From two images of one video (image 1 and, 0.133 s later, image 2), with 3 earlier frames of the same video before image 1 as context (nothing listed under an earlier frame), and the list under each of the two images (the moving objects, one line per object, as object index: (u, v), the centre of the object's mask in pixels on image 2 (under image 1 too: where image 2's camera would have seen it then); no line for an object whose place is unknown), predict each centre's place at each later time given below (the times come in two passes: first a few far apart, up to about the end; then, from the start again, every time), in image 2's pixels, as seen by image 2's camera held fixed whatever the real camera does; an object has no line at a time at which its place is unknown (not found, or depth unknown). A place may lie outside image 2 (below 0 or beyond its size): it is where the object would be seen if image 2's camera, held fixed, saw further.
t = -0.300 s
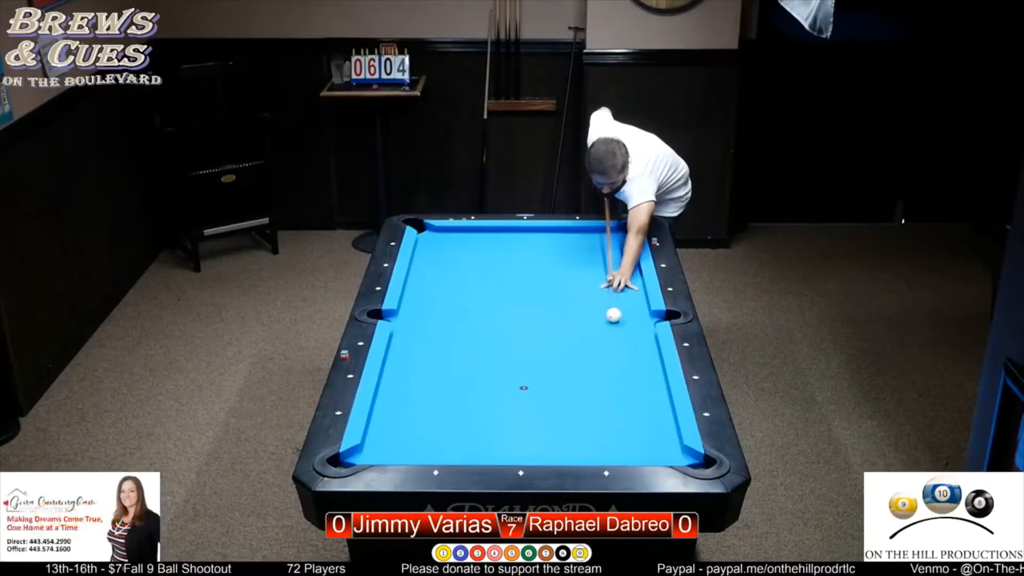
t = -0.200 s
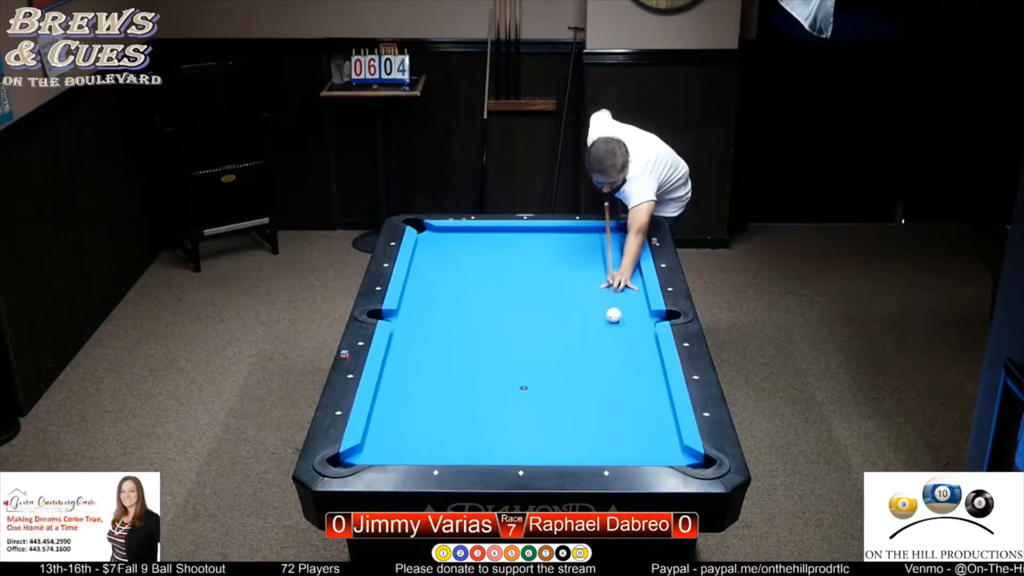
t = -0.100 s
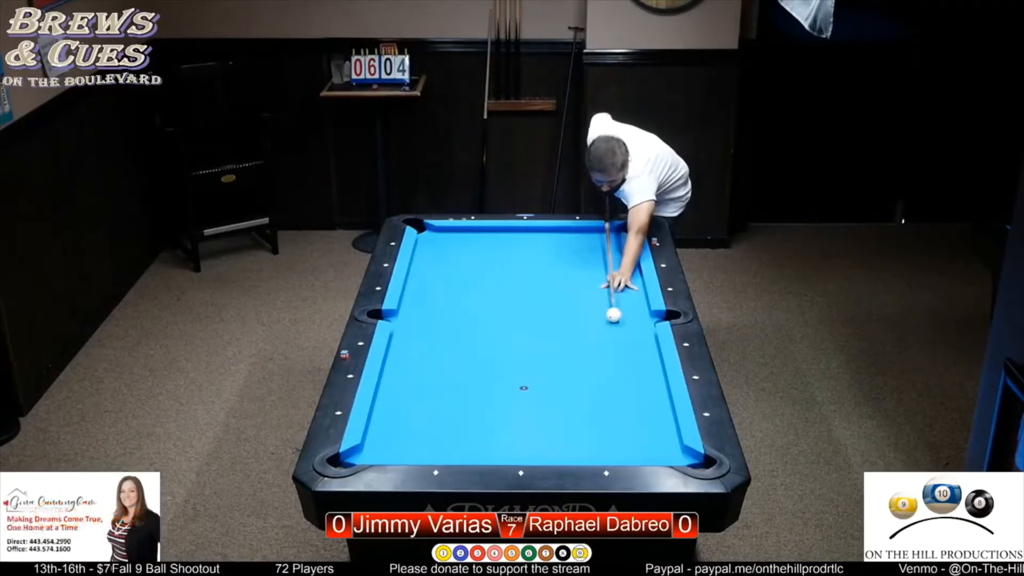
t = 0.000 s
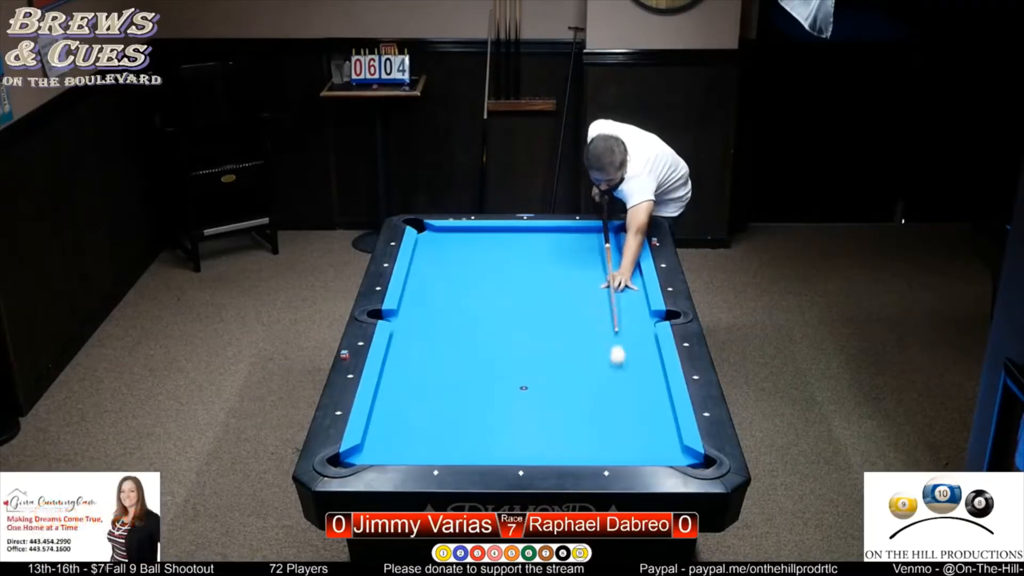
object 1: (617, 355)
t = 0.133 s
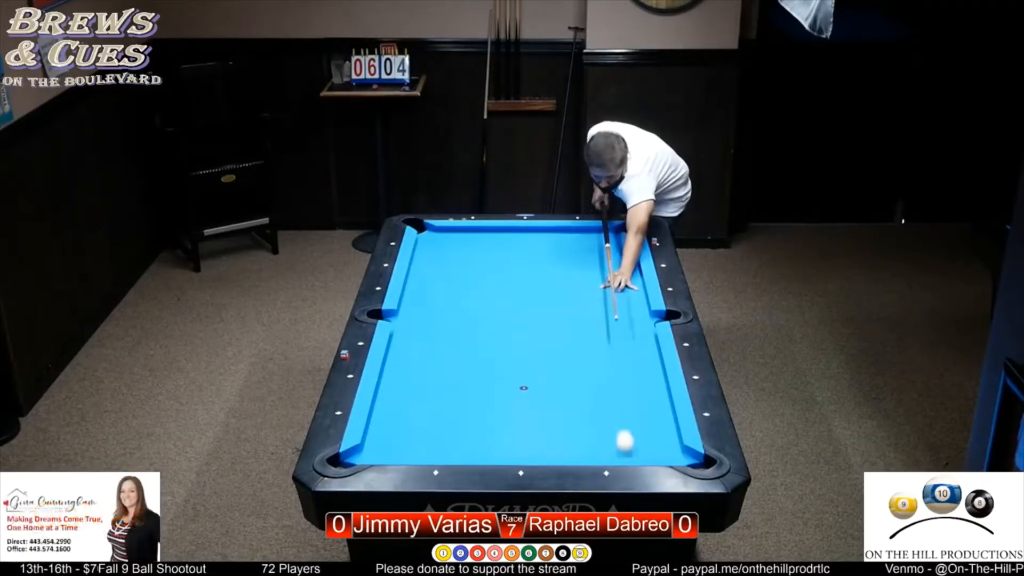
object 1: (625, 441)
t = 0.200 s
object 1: (624, 434)
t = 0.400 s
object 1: (620, 364)
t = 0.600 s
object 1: (618, 315)
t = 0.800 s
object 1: (616, 273)
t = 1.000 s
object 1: (614, 238)
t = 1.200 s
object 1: (625, 242)
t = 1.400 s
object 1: (626, 256)
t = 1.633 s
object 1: (622, 273)
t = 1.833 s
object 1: (617, 287)
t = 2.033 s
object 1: (613, 302)
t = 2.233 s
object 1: (608, 317)
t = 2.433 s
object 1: (603, 333)
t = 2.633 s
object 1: (598, 350)
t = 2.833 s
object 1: (593, 367)
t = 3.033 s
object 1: (587, 385)
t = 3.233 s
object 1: (582, 404)
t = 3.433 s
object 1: (575, 423)
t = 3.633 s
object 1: (569, 443)
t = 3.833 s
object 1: (563, 449)
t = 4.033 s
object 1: (558, 439)
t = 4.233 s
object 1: (553, 428)
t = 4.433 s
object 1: (548, 418)
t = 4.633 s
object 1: (544, 409)
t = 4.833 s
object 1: (540, 401)
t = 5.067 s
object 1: (536, 392)
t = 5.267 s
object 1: (532, 385)
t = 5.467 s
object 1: (529, 379)
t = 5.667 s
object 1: (526, 374)
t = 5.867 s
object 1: (524, 369)
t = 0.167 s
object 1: (626, 448)
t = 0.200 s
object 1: (624, 434)
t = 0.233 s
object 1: (623, 420)
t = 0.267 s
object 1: (623, 408)
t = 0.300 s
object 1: (622, 395)
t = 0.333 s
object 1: (621, 384)
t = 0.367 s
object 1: (620, 374)
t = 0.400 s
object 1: (620, 364)
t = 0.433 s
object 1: (620, 355)
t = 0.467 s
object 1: (619, 347)
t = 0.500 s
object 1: (619, 338)
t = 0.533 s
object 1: (618, 330)
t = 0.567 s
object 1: (618, 322)
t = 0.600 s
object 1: (618, 315)
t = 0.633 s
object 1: (617, 307)
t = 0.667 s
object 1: (617, 300)
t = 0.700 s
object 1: (616, 293)
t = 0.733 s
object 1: (616, 286)
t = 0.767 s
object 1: (616, 279)
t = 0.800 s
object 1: (616, 273)
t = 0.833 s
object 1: (615, 267)
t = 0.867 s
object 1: (615, 261)
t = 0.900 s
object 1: (615, 255)
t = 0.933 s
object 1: (614, 249)
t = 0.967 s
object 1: (614, 244)
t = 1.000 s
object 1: (614, 238)
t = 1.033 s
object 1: (614, 233)
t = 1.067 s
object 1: (614, 230)
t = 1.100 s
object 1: (617, 233)
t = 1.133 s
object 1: (620, 236)
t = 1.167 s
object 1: (622, 239)
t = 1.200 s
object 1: (625, 242)
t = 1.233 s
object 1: (628, 245)
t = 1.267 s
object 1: (629, 247)
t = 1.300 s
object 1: (628, 250)
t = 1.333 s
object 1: (628, 252)
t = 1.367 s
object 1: (627, 254)
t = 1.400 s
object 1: (626, 256)
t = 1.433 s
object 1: (625, 258)
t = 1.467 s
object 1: (625, 261)
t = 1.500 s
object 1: (625, 263)
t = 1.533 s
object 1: (624, 265)
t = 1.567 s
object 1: (623, 268)
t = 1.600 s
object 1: (622, 270)
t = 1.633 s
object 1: (622, 273)
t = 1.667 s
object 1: (621, 275)
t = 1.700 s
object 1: (620, 277)
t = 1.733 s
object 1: (619, 279)
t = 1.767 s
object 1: (619, 282)
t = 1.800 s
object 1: (618, 284)
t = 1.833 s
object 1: (617, 287)
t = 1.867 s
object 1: (616, 289)
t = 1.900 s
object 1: (616, 292)
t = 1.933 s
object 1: (615, 294)
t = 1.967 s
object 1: (614, 297)
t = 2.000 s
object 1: (614, 299)
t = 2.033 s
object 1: (613, 302)
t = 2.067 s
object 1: (612, 304)
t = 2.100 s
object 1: (611, 307)
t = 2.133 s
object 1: (610, 310)
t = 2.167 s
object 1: (610, 312)
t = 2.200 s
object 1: (609, 315)
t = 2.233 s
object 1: (608, 317)
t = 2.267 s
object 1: (607, 320)
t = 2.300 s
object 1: (607, 323)
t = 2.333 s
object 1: (606, 325)
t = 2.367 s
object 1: (605, 328)
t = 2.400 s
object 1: (604, 331)
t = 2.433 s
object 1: (603, 333)
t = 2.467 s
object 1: (602, 336)
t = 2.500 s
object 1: (601, 339)
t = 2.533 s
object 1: (601, 342)
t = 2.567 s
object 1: (600, 345)
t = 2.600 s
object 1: (599, 347)
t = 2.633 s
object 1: (598, 350)
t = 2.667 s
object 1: (597, 353)
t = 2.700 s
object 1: (596, 356)
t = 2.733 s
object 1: (595, 359)
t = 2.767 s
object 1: (595, 362)
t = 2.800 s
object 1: (594, 364)
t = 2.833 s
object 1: (593, 367)
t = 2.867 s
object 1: (592, 370)
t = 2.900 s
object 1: (591, 373)
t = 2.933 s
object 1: (590, 376)
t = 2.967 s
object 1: (589, 379)
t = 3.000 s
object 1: (588, 382)
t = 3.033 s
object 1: (587, 385)
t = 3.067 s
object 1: (586, 388)
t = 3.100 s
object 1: (585, 391)
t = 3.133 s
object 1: (584, 395)
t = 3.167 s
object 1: (583, 398)
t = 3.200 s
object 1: (583, 401)
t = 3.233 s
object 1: (582, 404)
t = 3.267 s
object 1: (581, 407)
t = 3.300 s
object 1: (580, 410)
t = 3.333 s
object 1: (579, 413)
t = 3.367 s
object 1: (578, 417)
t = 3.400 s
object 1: (576, 420)
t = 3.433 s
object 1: (575, 423)
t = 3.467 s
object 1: (574, 426)
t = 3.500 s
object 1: (573, 429)
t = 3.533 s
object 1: (572, 433)
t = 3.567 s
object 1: (571, 436)
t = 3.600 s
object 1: (570, 440)
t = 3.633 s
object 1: (569, 443)
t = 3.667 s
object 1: (568, 446)
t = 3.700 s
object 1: (567, 448)
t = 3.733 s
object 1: (565, 451)
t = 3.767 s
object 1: (564, 452)
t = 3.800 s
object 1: (564, 450)
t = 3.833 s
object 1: (563, 449)
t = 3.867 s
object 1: (562, 448)
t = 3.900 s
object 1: (561, 446)
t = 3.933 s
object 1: (560, 444)
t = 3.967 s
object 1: (559, 442)
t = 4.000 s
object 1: (559, 440)
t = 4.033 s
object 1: (558, 439)
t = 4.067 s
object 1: (557, 437)
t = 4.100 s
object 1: (556, 435)
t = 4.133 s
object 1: (556, 433)
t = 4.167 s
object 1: (555, 431)
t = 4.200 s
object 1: (554, 429)
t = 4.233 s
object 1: (553, 428)
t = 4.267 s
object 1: (552, 426)
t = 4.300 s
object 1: (551, 424)
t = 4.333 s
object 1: (551, 423)
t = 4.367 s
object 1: (550, 421)
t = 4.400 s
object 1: (549, 419)
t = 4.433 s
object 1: (548, 418)
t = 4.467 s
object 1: (548, 417)
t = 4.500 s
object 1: (547, 415)
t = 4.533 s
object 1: (546, 413)
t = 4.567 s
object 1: (545, 412)
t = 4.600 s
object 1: (545, 410)
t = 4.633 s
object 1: (544, 409)
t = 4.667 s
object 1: (543, 408)
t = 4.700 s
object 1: (543, 406)
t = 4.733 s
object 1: (542, 405)
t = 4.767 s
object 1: (541, 403)
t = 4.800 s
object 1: (540, 402)
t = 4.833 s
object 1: (540, 401)
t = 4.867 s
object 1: (539, 400)
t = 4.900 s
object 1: (538, 398)
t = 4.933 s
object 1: (538, 397)
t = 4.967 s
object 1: (537, 396)
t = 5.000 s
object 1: (537, 395)
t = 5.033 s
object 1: (536, 393)
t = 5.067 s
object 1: (536, 392)
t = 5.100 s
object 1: (535, 391)
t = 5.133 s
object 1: (534, 390)
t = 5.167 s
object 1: (533, 389)
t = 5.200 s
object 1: (533, 388)
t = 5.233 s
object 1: (532, 387)
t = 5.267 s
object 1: (532, 385)
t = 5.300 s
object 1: (531, 384)
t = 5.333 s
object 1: (531, 383)
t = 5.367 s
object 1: (530, 383)
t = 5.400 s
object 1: (529, 381)
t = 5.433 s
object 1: (529, 380)
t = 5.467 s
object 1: (529, 379)
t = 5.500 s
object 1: (528, 379)
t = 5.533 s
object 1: (528, 378)
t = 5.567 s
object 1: (527, 377)
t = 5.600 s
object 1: (527, 376)
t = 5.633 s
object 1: (527, 375)
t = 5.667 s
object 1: (526, 374)
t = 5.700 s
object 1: (526, 373)
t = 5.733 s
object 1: (526, 372)
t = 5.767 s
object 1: (525, 371)
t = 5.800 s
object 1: (525, 371)
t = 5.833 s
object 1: (524, 370)
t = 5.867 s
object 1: (524, 369)
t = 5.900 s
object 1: (524, 368)
